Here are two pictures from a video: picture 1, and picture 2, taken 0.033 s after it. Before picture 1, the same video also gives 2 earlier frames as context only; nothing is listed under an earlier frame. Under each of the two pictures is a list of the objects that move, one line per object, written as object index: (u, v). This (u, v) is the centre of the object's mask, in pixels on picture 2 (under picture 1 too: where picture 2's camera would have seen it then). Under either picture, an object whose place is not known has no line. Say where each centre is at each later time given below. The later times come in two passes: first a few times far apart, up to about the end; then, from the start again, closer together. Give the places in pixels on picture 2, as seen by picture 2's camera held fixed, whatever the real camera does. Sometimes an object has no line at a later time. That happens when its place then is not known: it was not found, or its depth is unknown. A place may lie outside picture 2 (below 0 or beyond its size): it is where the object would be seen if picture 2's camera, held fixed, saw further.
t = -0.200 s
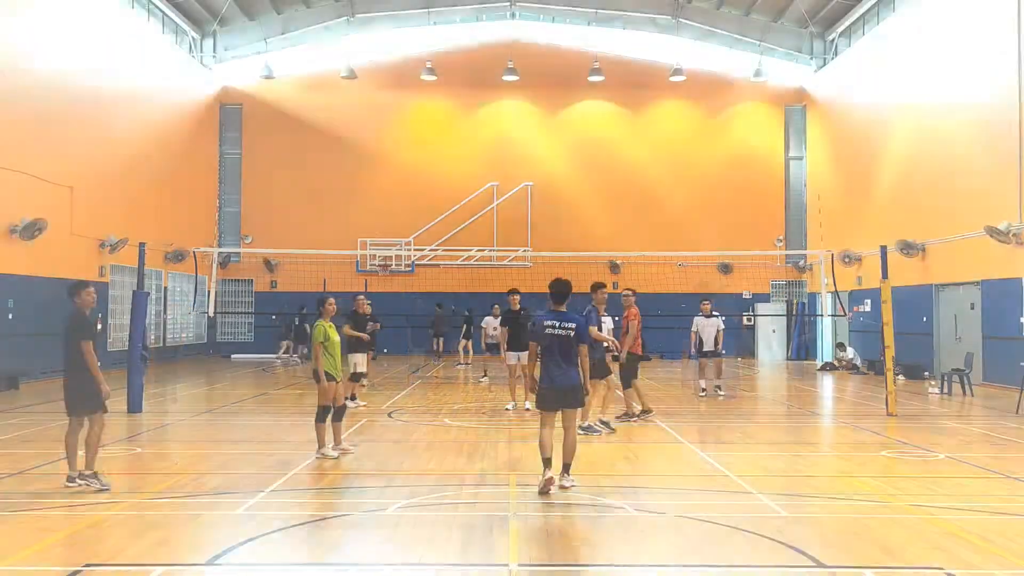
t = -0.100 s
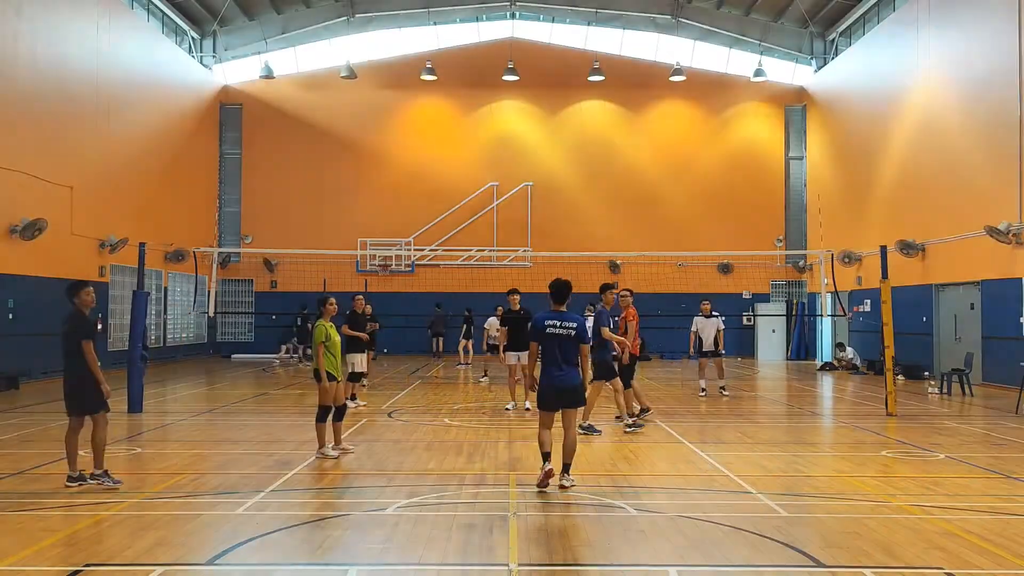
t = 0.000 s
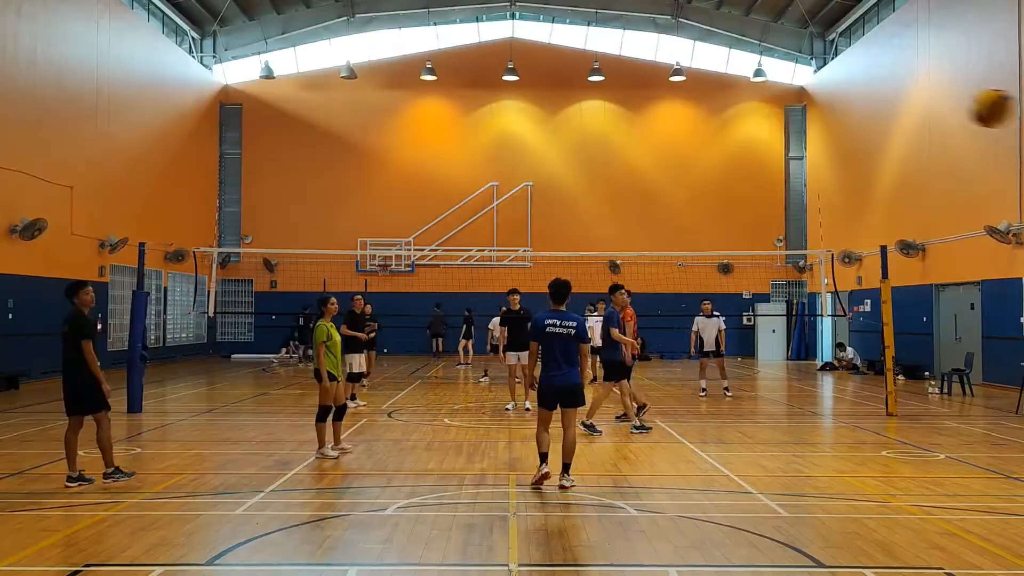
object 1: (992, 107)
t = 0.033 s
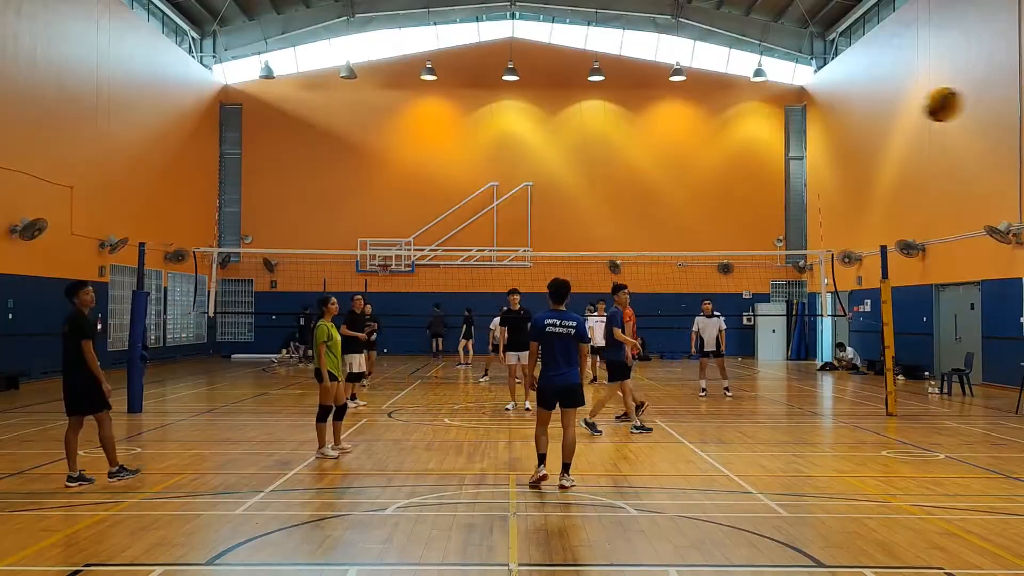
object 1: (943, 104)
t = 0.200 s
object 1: (791, 114)
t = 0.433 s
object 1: (689, 158)
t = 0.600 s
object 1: (651, 192)
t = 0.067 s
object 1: (901, 102)
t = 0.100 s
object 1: (867, 104)
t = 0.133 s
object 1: (839, 106)
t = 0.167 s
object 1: (814, 109)
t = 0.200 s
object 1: (791, 114)
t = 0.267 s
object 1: (754, 126)
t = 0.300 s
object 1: (739, 132)
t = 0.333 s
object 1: (725, 139)
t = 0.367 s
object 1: (711, 145)
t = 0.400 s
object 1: (700, 151)
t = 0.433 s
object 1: (689, 158)
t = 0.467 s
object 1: (680, 165)
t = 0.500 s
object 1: (671, 172)
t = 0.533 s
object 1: (664, 179)
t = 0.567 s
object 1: (657, 185)
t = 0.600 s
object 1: (651, 192)
